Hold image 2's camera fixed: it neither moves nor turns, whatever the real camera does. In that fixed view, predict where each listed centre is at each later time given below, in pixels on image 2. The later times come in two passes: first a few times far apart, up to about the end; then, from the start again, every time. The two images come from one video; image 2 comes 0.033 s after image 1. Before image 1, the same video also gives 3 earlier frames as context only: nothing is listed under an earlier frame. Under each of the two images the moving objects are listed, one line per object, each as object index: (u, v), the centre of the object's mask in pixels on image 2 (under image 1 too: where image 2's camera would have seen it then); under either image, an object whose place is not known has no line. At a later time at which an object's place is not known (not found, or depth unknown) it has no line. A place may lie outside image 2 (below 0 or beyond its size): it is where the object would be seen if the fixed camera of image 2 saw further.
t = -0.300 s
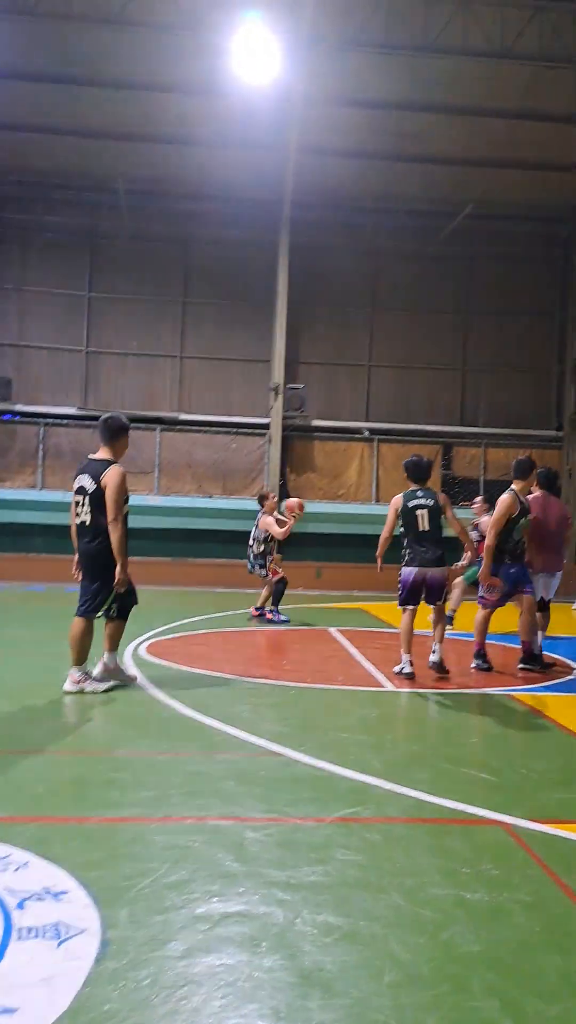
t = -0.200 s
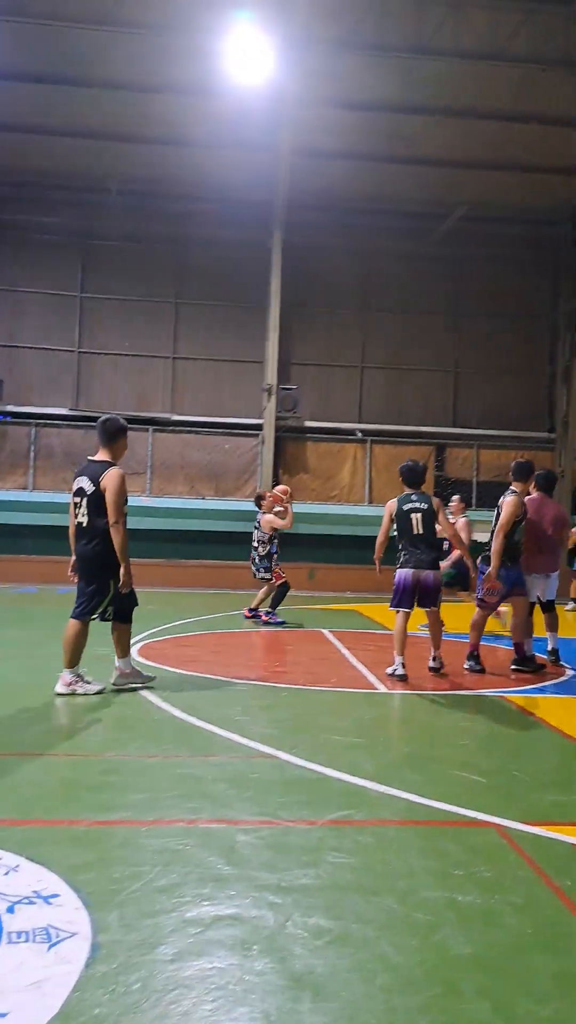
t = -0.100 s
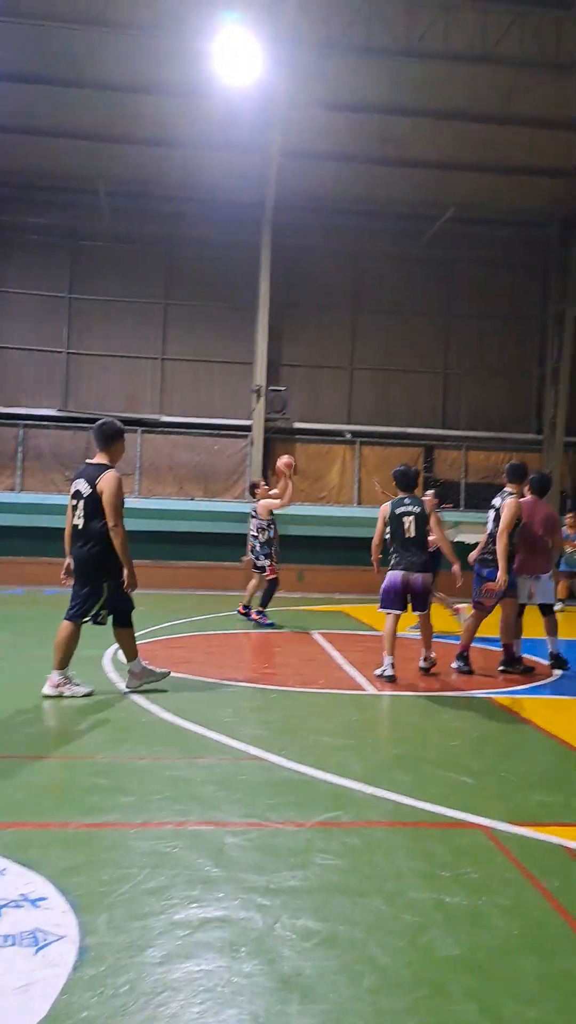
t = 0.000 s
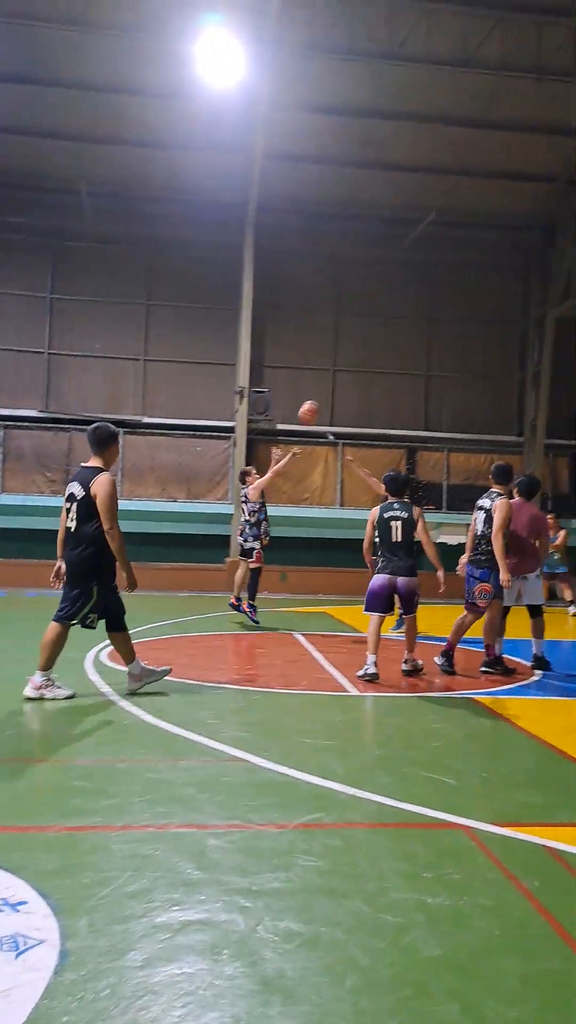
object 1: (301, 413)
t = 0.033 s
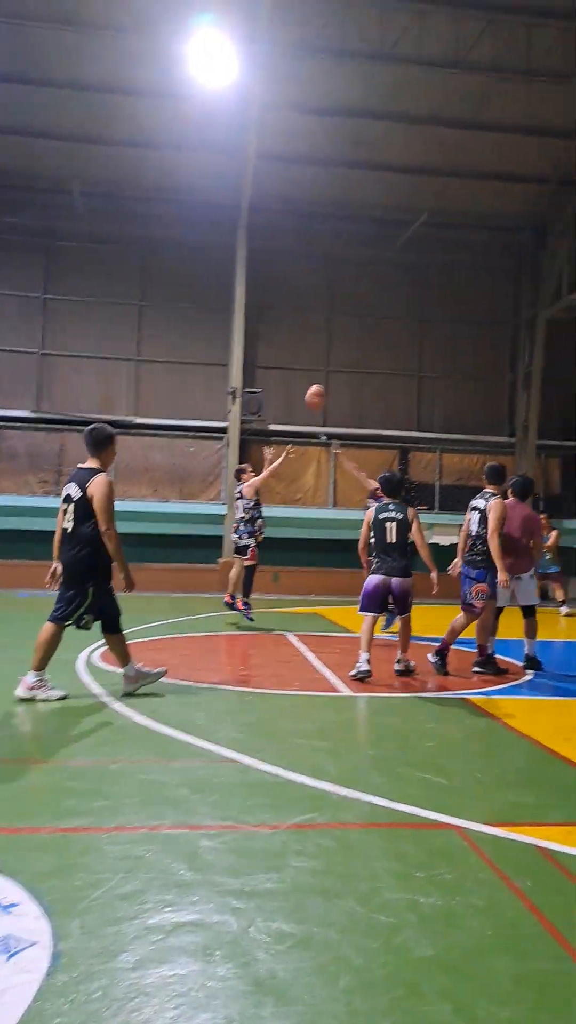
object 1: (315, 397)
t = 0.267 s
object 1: (419, 300)
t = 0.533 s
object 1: (545, 243)
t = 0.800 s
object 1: (681, 250)
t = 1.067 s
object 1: (790, 321)
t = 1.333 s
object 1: (696, 323)
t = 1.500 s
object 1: (646, 348)
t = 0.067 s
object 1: (329, 380)
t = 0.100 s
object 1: (344, 364)
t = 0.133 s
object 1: (359, 350)
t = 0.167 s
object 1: (374, 336)
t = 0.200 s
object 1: (389, 323)
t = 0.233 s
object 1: (404, 311)
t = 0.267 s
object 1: (419, 300)
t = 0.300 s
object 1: (435, 289)
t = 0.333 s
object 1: (451, 280)
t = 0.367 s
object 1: (466, 271)
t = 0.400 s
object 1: (482, 263)
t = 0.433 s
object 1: (498, 257)
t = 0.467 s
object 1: (514, 251)
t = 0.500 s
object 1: (530, 247)
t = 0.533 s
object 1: (545, 243)
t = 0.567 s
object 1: (561, 241)
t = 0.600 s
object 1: (578, 238)
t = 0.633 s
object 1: (595, 237)
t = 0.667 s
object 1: (612, 237)
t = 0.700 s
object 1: (630, 239)
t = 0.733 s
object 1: (645, 240)
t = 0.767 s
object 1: (665, 245)
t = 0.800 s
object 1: (681, 250)
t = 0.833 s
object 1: (699, 256)
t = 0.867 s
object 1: (716, 263)
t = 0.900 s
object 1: (734, 270)
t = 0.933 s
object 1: (752, 279)
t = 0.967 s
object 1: (773, 289)
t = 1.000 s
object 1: (792, 302)
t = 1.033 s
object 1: (798, 312)
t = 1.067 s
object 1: (790, 321)
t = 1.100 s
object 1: (779, 326)
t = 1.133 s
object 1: (763, 328)
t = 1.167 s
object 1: (750, 324)
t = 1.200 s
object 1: (739, 321)
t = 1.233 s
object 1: (729, 321)
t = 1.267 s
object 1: (718, 320)
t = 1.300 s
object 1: (706, 321)
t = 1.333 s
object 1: (696, 323)
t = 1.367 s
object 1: (685, 326)
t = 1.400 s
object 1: (675, 330)
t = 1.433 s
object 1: (665, 335)
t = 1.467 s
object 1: (656, 341)
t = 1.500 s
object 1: (646, 348)
